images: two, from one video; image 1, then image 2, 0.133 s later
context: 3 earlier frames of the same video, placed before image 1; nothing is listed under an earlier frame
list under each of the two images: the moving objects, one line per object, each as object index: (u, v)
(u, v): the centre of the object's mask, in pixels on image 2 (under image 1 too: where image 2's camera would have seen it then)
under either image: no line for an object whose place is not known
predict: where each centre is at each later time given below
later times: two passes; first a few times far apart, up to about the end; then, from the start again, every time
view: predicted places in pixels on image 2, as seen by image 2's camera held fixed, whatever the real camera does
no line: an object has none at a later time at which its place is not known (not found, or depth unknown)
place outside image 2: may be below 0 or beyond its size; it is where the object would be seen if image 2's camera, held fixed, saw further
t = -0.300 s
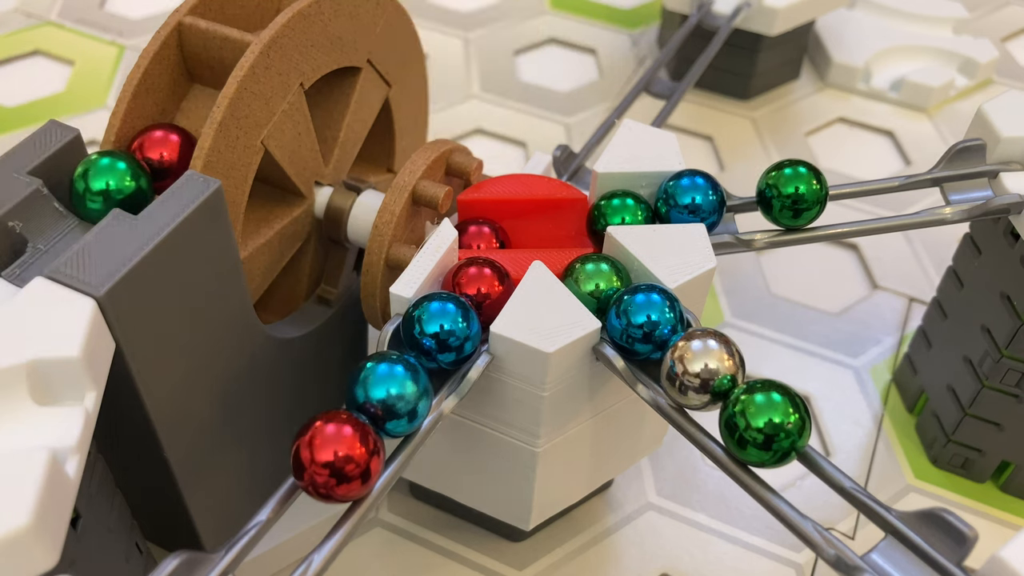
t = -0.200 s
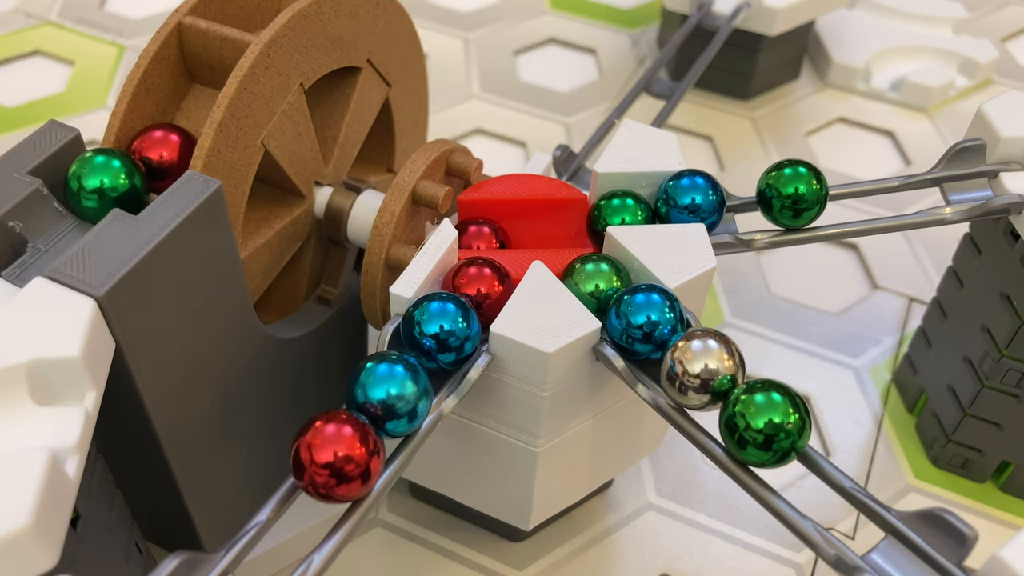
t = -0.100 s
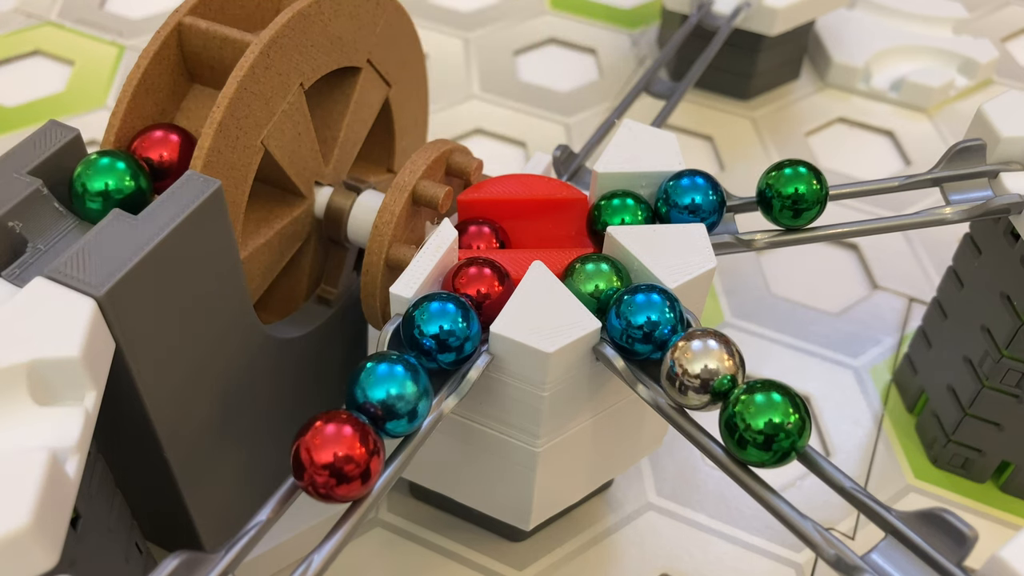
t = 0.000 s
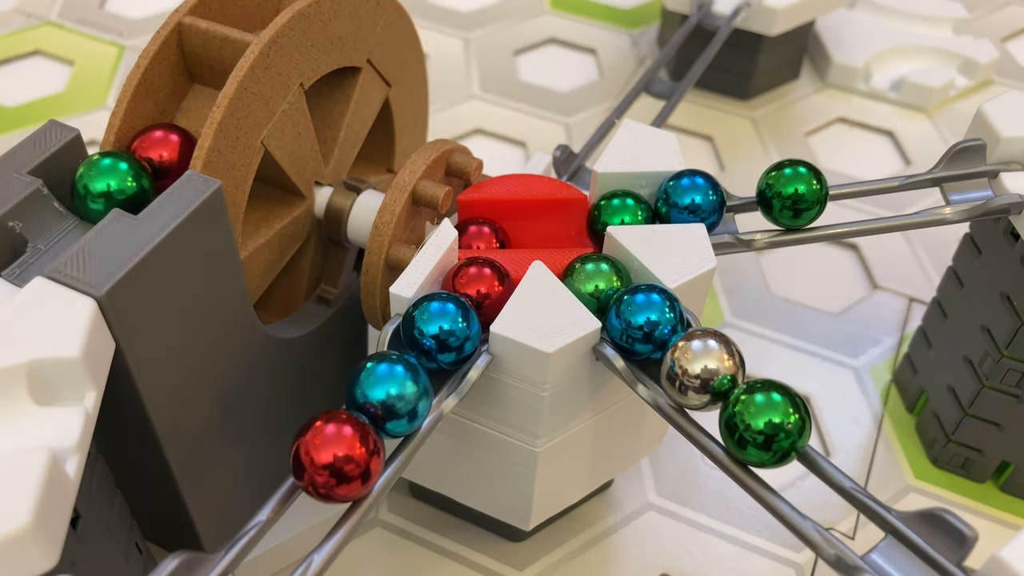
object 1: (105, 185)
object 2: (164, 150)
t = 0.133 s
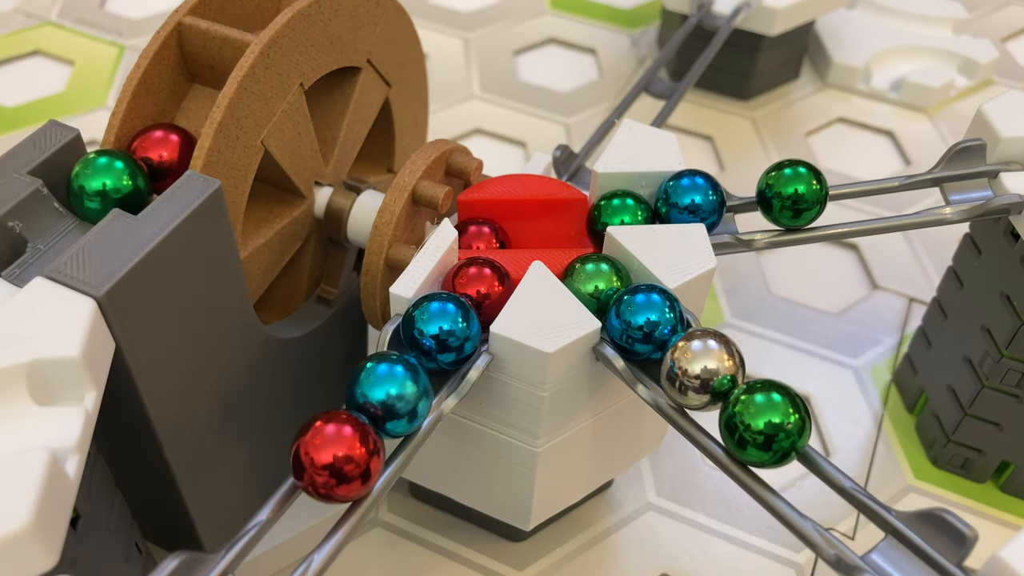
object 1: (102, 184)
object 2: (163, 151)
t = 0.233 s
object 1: (101, 183)
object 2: (163, 151)
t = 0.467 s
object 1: (102, 183)
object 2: (163, 151)
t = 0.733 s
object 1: (102, 183)
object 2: (163, 151)
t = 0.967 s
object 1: (102, 183)
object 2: (163, 151)
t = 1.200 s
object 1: (102, 183)
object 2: (163, 151)
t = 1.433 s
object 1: (106, 184)
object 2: (163, 151)
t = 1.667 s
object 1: (113, 182)
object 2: (167, 158)
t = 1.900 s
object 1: (110, 181)
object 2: (166, 160)
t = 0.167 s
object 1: (101, 184)
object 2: (163, 151)
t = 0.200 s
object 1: (101, 183)
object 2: (163, 151)
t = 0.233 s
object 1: (101, 183)
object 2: (163, 151)
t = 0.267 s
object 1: (102, 184)
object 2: (163, 151)
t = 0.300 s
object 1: (102, 184)
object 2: (163, 151)
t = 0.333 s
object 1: (102, 184)
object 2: (163, 151)
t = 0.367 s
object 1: (102, 183)
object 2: (163, 151)
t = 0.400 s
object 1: (101, 183)
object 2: (163, 151)
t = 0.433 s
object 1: (102, 183)
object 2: (163, 151)
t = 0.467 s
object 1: (102, 183)
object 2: (163, 151)
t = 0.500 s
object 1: (102, 183)
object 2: (163, 151)
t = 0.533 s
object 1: (101, 183)
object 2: (163, 151)
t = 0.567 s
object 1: (102, 183)
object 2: (163, 151)
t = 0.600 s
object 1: (102, 183)
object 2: (163, 151)
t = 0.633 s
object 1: (102, 183)
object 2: (163, 151)
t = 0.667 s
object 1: (102, 183)
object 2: (163, 151)
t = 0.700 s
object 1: (102, 183)
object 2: (163, 151)
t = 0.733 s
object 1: (102, 183)
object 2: (163, 151)
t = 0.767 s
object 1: (102, 183)
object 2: (163, 151)
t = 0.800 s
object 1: (102, 183)
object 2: (163, 151)
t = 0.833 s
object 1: (102, 183)
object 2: (163, 151)
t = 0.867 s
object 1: (102, 183)
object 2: (163, 151)
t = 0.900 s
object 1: (102, 183)
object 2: (163, 151)
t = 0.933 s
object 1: (102, 183)
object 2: (163, 151)
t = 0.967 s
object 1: (102, 183)
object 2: (163, 151)
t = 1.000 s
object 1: (102, 183)
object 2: (163, 151)
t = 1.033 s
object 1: (102, 183)
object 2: (163, 151)
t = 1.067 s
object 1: (102, 183)
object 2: (163, 151)
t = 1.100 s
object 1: (102, 183)
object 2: (163, 151)
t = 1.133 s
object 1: (102, 183)
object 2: (163, 151)
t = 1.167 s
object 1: (102, 183)
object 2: (163, 151)
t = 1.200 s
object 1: (102, 183)
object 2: (163, 151)
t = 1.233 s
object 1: (102, 183)
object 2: (163, 151)
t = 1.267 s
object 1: (102, 183)
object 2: (163, 151)
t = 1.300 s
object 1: (102, 183)
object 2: (163, 151)
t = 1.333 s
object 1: (102, 183)
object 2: (163, 151)
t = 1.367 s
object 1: (102, 183)
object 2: (163, 151)
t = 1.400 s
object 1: (101, 183)
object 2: (163, 151)
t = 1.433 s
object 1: (106, 184)
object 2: (163, 151)
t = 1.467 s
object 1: (108, 174)
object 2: (164, 152)
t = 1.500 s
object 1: (115, 180)
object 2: (163, 156)
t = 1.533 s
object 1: (112, 183)
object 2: (165, 156)
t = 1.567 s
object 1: (116, 183)
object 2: (167, 156)
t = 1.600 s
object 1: (115, 183)
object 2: (168, 157)
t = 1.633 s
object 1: (114, 183)
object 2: (168, 158)
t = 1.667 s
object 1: (113, 182)
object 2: (167, 158)
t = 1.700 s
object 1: (111, 182)
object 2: (166, 159)
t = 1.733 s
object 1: (110, 180)
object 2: (166, 161)
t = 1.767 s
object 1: (110, 181)
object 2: (166, 161)
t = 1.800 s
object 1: (110, 181)
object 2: (166, 160)
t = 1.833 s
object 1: (110, 181)
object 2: (166, 160)
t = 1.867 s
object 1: (110, 181)
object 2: (166, 160)
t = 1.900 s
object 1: (110, 181)
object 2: (166, 160)
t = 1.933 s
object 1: (110, 181)
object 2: (166, 160)
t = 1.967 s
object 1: (110, 181)
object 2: (166, 160)
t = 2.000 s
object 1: (110, 181)
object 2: (166, 160)
